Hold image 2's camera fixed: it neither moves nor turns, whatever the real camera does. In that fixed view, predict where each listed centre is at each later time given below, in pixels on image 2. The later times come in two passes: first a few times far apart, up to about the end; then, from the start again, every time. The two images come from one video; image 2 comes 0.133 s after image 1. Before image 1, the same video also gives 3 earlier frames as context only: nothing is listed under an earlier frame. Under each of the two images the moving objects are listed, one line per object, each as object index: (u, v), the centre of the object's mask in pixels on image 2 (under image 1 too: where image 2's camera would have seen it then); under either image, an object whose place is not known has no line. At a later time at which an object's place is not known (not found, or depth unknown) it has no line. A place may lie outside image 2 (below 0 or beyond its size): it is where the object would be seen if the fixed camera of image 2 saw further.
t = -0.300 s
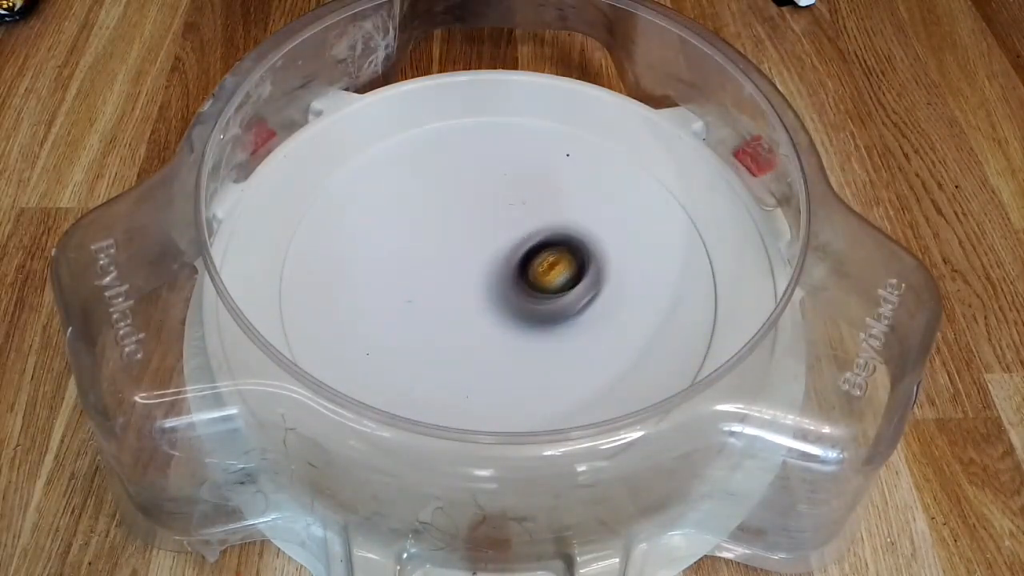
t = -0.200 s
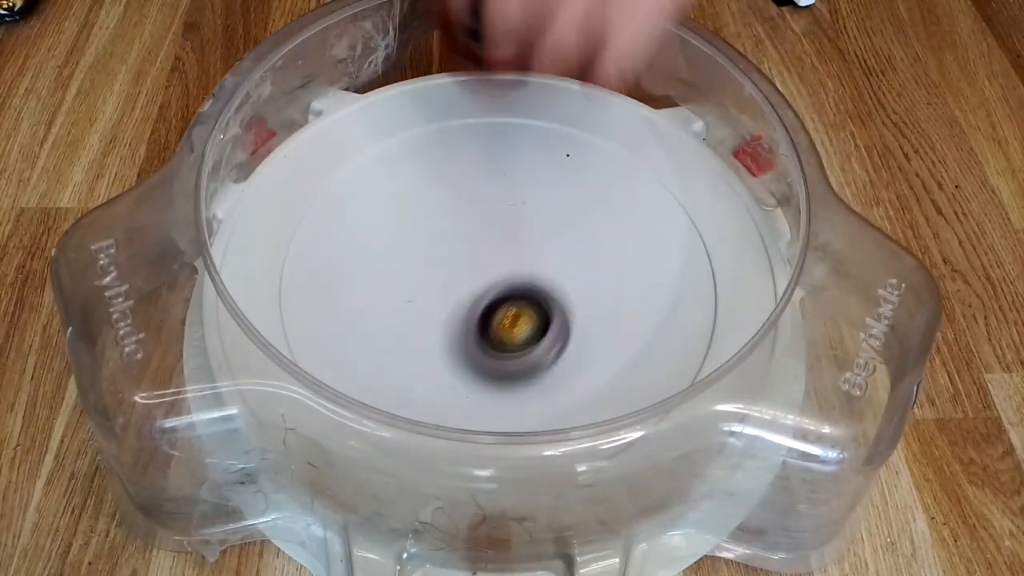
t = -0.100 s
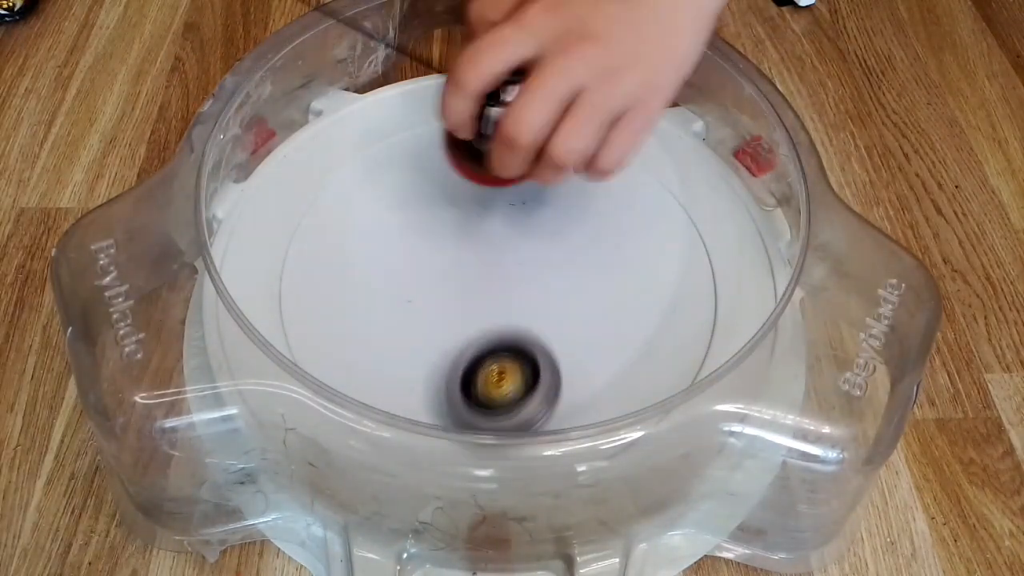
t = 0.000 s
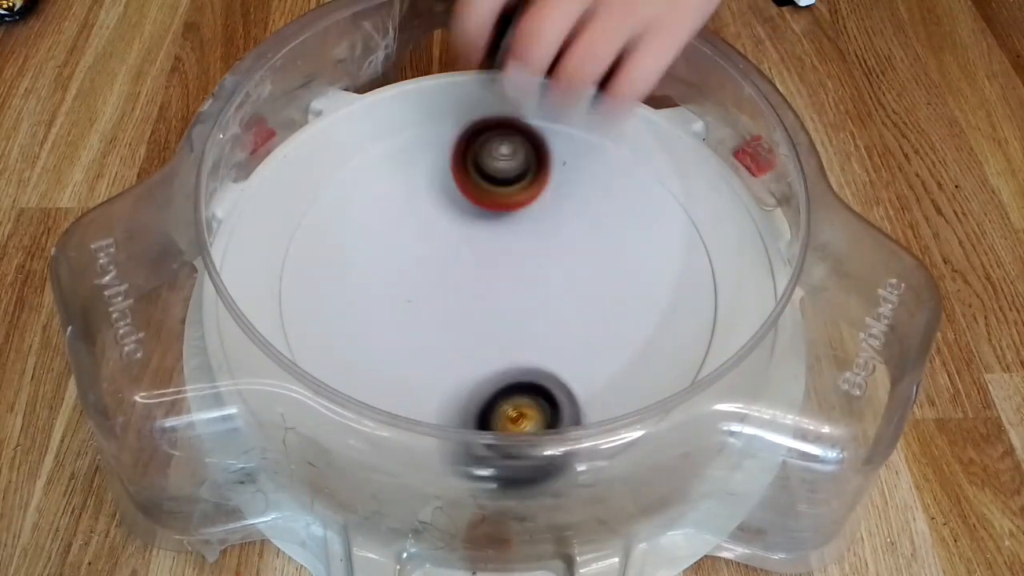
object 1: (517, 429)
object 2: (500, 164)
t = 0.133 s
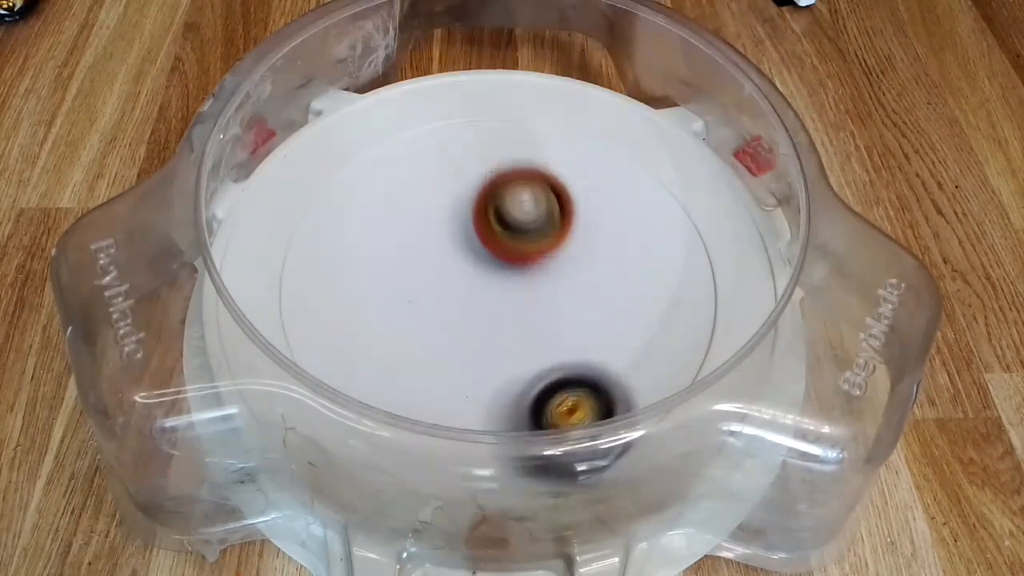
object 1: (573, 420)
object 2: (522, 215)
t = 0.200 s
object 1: (597, 384)
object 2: (535, 240)
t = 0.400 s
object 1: (648, 342)
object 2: (566, 256)
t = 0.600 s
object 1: (596, 314)
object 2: (549, 200)
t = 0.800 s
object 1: (485, 324)
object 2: (522, 189)
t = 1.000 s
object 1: (420, 365)
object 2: (541, 251)
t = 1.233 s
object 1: (491, 398)
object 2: (595, 285)
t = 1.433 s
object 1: (547, 367)
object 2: (562, 260)
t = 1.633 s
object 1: (455, 421)
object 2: (546, 94)
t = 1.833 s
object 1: (456, 392)
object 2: (400, 222)
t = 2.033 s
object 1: (570, 380)
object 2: (289, 302)
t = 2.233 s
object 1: (565, 273)
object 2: (431, 297)
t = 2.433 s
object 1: (570, 140)
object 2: (470, 319)
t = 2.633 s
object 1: (440, 109)
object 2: (513, 294)
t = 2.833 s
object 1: (310, 211)
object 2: (497, 246)
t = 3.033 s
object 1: (417, 371)
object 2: (432, 238)
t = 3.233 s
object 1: (647, 319)
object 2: (420, 299)
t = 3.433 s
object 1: (634, 167)
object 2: (543, 307)
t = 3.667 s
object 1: (459, 125)
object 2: (593, 209)
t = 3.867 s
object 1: (363, 259)
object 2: (496, 182)
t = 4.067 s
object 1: (493, 383)
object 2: (408, 253)
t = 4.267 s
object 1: (679, 317)
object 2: (495, 345)
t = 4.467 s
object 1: (647, 167)
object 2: (636, 284)
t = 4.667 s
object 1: (453, 147)
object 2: (610, 173)
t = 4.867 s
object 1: (347, 294)
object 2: (459, 182)
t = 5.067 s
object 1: (502, 437)
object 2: (400, 319)
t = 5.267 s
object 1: (676, 328)
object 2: (552, 381)
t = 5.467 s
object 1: (600, 182)
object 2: (617, 291)
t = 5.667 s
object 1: (416, 164)
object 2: (541, 194)
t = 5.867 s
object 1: (321, 286)
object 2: (422, 232)
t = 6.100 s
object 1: (494, 399)
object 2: (490, 306)
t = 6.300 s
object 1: (649, 340)
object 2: (575, 246)
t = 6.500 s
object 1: (610, 213)
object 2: (497, 161)
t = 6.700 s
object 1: (485, 207)
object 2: (358, 173)
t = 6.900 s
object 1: (489, 300)
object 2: (322, 242)
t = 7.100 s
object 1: (597, 318)
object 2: (431, 317)
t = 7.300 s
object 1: (638, 256)
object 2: (509, 257)
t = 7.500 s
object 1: (584, 231)
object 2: (445, 175)
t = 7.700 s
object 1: (508, 267)
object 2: (382, 237)
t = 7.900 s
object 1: (582, 360)
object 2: (368, 244)
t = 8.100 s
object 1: (658, 339)
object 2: (432, 250)
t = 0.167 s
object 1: (589, 390)
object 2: (529, 227)
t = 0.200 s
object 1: (597, 384)
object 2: (535, 240)
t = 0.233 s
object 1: (612, 374)
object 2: (542, 257)
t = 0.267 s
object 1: (623, 362)
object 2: (549, 268)
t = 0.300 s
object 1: (631, 351)
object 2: (556, 276)
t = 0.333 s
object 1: (639, 349)
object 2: (560, 272)
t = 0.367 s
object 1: (645, 346)
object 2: (564, 266)
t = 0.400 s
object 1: (648, 342)
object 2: (566, 256)
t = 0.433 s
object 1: (649, 337)
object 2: (567, 250)
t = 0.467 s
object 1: (643, 330)
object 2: (566, 230)
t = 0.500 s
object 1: (635, 326)
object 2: (563, 221)
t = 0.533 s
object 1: (624, 321)
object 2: (558, 221)
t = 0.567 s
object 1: (611, 317)
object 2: (554, 207)
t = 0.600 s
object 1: (596, 314)
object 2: (549, 200)
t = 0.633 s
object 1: (577, 313)
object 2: (545, 197)
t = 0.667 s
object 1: (559, 313)
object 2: (543, 191)
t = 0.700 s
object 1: (539, 314)
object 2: (539, 185)
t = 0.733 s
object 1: (521, 317)
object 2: (535, 184)
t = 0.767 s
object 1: (503, 320)
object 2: (528, 185)
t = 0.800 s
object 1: (485, 324)
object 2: (522, 189)
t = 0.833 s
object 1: (468, 330)
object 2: (519, 196)
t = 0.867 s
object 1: (454, 335)
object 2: (518, 205)
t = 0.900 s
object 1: (441, 342)
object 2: (520, 216)
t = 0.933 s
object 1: (431, 350)
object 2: (524, 228)
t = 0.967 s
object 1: (425, 357)
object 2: (532, 240)
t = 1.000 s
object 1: (420, 365)
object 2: (541, 251)
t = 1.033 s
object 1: (421, 371)
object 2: (551, 262)
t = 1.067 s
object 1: (425, 377)
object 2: (561, 268)
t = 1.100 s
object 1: (433, 383)
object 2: (570, 279)
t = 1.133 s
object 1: (445, 389)
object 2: (579, 282)
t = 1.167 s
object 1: (458, 392)
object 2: (587, 289)
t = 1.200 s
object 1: (475, 396)
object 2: (592, 291)
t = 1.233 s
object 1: (491, 398)
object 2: (595, 285)
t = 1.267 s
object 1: (508, 398)
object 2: (595, 291)
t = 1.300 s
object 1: (522, 397)
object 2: (591, 290)
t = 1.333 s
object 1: (535, 392)
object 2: (586, 269)
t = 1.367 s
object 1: (545, 383)
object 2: (578, 262)
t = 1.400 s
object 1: (551, 372)
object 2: (567, 267)
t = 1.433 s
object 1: (547, 367)
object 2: (562, 260)
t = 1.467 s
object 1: (526, 384)
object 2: (568, 224)
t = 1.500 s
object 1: (506, 392)
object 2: (573, 188)
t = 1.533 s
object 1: (488, 407)
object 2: (574, 156)
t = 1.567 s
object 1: (472, 417)
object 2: (570, 128)
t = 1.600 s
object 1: (465, 413)
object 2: (561, 104)
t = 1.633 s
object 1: (455, 421)
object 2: (546, 94)
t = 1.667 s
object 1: (453, 415)
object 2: (527, 97)
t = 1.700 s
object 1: (451, 402)
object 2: (502, 111)
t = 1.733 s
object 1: (450, 400)
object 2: (476, 131)
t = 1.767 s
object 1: (451, 398)
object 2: (448, 156)
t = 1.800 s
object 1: (453, 395)
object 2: (422, 187)
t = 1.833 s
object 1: (456, 392)
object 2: (400, 222)
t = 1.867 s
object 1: (459, 386)
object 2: (383, 257)
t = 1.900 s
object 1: (462, 380)
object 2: (371, 293)
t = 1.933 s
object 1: (484, 381)
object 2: (346, 317)
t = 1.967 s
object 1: (517, 386)
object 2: (312, 310)
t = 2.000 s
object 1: (547, 385)
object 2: (291, 307)
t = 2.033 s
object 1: (570, 380)
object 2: (289, 302)
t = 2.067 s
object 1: (587, 369)
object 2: (295, 303)
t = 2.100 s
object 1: (595, 352)
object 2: (307, 303)
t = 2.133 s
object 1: (596, 334)
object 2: (331, 300)
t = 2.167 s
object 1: (590, 315)
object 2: (360, 300)
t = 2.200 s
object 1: (580, 292)
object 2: (394, 298)
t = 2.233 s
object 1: (565, 273)
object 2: (431, 297)
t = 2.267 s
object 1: (558, 253)
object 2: (462, 298)
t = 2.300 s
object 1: (571, 225)
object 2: (459, 304)
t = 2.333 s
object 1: (580, 200)
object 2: (457, 309)
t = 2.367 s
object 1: (582, 178)
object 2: (459, 312)
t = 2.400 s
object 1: (579, 158)
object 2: (465, 316)
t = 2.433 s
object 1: (570, 140)
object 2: (470, 319)
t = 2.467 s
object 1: (556, 127)
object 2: (478, 321)
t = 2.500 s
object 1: (537, 116)
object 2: (486, 321)
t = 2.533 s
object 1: (514, 107)
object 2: (495, 318)
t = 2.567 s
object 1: (488, 106)
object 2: (503, 313)
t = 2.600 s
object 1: (464, 105)
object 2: (509, 304)
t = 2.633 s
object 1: (440, 109)
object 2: (513, 294)
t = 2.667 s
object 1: (414, 117)
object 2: (514, 283)
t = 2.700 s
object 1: (386, 130)
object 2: (511, 271)
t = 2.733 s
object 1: (359, 147)
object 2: (508, 260)
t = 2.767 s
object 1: (337, 163)
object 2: (505, 254)
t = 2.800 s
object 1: (322, 185)
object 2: (502, 247)
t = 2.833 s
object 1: (310, 211)
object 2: (497, 246)
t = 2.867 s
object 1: (306, 239)
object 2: (489, 241)
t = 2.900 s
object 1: (309, 270)
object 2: (479, 241)
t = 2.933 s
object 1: (321, 301)
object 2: (466, 239)
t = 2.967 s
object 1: (342, 332)
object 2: (454, 236)
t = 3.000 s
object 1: (375, 353)
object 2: (443, 236)
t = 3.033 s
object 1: (417, 371)
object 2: (432, 238)
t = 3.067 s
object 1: (461, 382)
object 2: (423, 241)
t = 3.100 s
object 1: (505, 385)
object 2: (414, 249)
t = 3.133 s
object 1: (548, 379)
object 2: (409, 258)
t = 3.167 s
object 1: (589, 366)
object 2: (408, 271)
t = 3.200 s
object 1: (621, 344)
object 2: (411, 285)
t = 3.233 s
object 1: (647, 319)
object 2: (420, 299)
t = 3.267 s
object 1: (665, 289)
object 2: (433, 309)
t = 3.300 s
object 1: (673, 261)
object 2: (450, 316)
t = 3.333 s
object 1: (672, 234)
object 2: (472, 320)
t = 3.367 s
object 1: (665, 209)
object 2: (495, 320)
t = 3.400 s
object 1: (651, 186)
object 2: (521, 315)
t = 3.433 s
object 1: (634, 167)
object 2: (543, 307)
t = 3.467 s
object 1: (616, 149)
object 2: (561, 293)
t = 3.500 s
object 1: (591, 136)
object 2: (577, 285)
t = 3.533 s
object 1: (565, 126)
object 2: (590, 271)
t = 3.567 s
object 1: (540, 120)
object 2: (598, 258)
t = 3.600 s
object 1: (512, 117)
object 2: (601, 240)
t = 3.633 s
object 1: (485, 119)
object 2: (600, 224)
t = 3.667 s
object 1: (459, 125)
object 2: (593, 209)
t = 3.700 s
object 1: (434, 137)
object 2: (583, 203)
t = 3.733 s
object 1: (409, 153)
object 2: (569, 191)
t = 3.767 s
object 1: (388, 174)
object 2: (553, 184)
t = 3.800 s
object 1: (372, 199)
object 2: (534, 177)
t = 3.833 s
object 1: (364, 228)
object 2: (515, 180)
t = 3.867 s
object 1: (363, 259)
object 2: (496, 182)
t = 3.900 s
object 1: (370, 290)
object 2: (475, 192)
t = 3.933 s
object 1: (385, 318)
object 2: (452, 200)
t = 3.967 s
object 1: (405, 343)
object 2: (433, 209)
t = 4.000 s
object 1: (432, 362)
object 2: (420, 220)
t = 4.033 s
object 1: (461, 376)
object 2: (411, 235)
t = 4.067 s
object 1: (493, 383)
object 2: (408, 253)
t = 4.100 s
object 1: (527, 385)
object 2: (410, 274)
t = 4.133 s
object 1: (559, 382)
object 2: (419, 293)
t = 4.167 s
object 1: (595, 374)
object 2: (432, 310)
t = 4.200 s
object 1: (633, 358)
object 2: (448, 326)
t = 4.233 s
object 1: (656, 341)
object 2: (469, 336)
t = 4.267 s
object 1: (679, 317)
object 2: (495, 345)
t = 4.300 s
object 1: (696, 292)
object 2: (522, 348)
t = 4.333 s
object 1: (706, 262)
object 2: (550, 342)
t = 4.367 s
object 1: (704, 236)
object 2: (577, 337)
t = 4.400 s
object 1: (692, 210)
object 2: (602, 321)
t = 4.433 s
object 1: (671, 187)
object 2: (623, 308)
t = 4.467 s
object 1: (647, 167)
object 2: (636, 284)
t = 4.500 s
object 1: (619, 153)
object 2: (646, 269)
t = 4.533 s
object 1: (589, 141)
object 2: (650, 248)
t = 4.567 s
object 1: (557, 134)
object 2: (647, 225)
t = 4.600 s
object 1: (521, 132)
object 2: (639, 204)
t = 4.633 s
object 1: (486, 138)
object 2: (626, 184)
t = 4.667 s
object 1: (453, 147)
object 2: (610, 173)
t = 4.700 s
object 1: (421, 162)
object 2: (589, 163)
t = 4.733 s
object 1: (395, 179)
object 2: (566, 161)
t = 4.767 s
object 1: (374, 203)
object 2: (540, 158)
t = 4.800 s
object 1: (355, 231)
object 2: (514, 161)
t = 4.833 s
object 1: (346, 263)
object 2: (484, 170)
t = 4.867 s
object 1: (347, 294)
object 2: (459, 182)
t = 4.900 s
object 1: (352, 331)
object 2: (436, 199)
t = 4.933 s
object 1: (368, 356)
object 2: (417, 220)
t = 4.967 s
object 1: (397, 374)
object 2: (403, 244)
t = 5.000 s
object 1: (426, 404)
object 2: (395, 269)
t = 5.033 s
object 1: (465, 426)
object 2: (394, 294)
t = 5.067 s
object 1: (502, 437)
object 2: (400, 319)
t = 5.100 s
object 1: (543, 432)
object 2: (415, 344)
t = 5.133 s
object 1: (580, 422)
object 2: (438, 364)
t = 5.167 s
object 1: (608, 390)
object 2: (467, 377)
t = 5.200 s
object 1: (639, 372)
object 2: (499, 382)
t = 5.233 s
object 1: (662, 354)
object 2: (527, 385)
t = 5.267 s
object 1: (676, 328)
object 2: (552, 381)
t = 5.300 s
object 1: (681, 298)
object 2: (575, 375)
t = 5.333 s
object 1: (678, 270)
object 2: (590, 365)
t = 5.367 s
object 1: (667, 242)
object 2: (598, 350)
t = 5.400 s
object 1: (650, 218)
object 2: (606, 334)
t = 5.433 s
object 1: (627, 199)
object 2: (612, 313)
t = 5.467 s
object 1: (600, 182)
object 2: (617, 291)
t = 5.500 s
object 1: (571, 170)
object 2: (614, 268)
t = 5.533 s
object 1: (541, 160)
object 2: (606, 246)
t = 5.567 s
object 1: (509, 153)
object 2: (594, 226)
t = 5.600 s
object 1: (477, 153)
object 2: (579, 211)
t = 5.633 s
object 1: (448, 157)
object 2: (561, 200)
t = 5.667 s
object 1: (416, 164)
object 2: (541, 194)
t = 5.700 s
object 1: (387, 175)
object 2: (520, 191)
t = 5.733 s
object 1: (360, 191)
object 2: (498, 194)
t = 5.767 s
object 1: (341, 210)
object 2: (478, 199)
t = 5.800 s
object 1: (327, 234)
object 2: (459, 209)
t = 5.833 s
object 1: (320, 260)
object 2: (439, 220)
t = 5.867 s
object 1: (321, 286)
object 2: (422, 232)
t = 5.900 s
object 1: (330, 315)
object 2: (414, 246)
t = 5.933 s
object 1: (344, 340)
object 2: (412, 259)
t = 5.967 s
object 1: (359, 361)
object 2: (416, 271)
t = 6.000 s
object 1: (391, 374)
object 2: (427, 282)
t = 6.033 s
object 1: (417, 402)
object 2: (445, 293)
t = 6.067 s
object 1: (459, 397)
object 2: (466, 301)
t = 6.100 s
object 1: (494, 399)
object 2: (490, 306)
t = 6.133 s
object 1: (525, 397)
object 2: (513, 308)
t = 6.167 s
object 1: (556, 393)
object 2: (536, 303)
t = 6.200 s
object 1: (590, 383)
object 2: (552, 295)
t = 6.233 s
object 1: (614, 369)
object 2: (566, 284)
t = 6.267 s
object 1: (634, 355)
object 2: (573, 265)
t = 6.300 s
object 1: (649, 340)
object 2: (575, 246)
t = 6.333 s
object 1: (658, 319)
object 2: (573, 226)
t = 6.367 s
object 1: (660, 297)
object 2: (566, 209)
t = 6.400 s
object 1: (656, 271)
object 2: (554, 194)
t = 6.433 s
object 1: (645, 250)
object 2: (538, 180)
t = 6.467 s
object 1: (630, 230)
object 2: (518, 168)
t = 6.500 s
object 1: (610, 213)
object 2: (497, 161)
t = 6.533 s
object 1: (586, 199)
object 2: (476, 155)
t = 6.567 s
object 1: (559, 190)
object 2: (457, 155)
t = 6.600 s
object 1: (535, 187)
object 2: (437, 159)
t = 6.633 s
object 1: (517, 191)
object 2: (407, 159)
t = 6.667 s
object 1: (502, 197)
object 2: (380, 163)
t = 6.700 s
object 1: (485, 207)
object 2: (358, 173)
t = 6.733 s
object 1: (470, 218)
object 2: (344, 186)
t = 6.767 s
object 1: (458, 229)
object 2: (339, 202)
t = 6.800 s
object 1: (452, 243)
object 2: (340, 218)
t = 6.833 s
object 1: (462, 266)
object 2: (328, 226)
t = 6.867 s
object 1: (474, 285)
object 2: (320, 234)
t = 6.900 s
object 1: (489, 300)
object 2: (322, 242)
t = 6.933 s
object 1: (501, 311)
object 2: (328, 255)
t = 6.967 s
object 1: (520, 318)
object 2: (340, 271)
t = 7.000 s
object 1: (535, 321)
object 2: (359, 289)
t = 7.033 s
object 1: (557, 324)
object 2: (380, 303)
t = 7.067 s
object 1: (577, 323)
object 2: (406, 313)
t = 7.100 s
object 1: (597, 318)
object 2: (431, 317)
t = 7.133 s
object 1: (612, 309)
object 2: (454, 317)
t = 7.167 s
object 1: (621, 298)
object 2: (474, 312)
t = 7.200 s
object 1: (625, 287)
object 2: (496, 302)
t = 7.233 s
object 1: (627, 276)
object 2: (510, 288)
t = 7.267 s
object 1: (635, 265)
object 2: (510, 272)
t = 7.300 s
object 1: (638, 256)
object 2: (509, 257)
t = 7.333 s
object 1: (635, 248)
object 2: (507, 241)
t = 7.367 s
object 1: (629, 241)
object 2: (500, 223)
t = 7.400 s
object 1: (622, 237)
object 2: (491, 207)
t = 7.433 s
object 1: (610, 234)
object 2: (479, 193)
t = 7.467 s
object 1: (597, 232)
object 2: (463, 182)
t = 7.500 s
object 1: (584, 231)
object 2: (445, 175)
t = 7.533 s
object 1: (568, 233)
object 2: (425, 173)
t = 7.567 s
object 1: (554, 236)
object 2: (406, 176)
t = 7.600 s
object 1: (538, 241)
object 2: (390, 185)
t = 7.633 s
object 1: (527, 247)
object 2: (379, 199)
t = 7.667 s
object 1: (516, 256)
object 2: (377, 217)
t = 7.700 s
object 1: (508, 267)
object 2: (382, 237)
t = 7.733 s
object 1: (502, 279)
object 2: (394, 253)
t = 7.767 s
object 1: (517, 304)
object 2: (387, 250)
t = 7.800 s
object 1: (536, 327)
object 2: (375, 246)
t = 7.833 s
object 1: (557, 345)
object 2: (368, 244)
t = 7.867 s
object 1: (570, 356)
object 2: (367, 243)
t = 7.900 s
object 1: (582, 360)
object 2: (368, 244)
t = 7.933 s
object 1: (598, 363)
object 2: (375, 246)
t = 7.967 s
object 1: (614, 362)
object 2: (384, 247)
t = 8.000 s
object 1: (627, 359)
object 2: (395, 248)
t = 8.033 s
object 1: (641, 355)
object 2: (408, 249)
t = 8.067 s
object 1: (652, 348)
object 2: (420, 249)
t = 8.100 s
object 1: (658, 339)
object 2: (432, 250)
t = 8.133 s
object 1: (659, 330)
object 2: (443, 251)
